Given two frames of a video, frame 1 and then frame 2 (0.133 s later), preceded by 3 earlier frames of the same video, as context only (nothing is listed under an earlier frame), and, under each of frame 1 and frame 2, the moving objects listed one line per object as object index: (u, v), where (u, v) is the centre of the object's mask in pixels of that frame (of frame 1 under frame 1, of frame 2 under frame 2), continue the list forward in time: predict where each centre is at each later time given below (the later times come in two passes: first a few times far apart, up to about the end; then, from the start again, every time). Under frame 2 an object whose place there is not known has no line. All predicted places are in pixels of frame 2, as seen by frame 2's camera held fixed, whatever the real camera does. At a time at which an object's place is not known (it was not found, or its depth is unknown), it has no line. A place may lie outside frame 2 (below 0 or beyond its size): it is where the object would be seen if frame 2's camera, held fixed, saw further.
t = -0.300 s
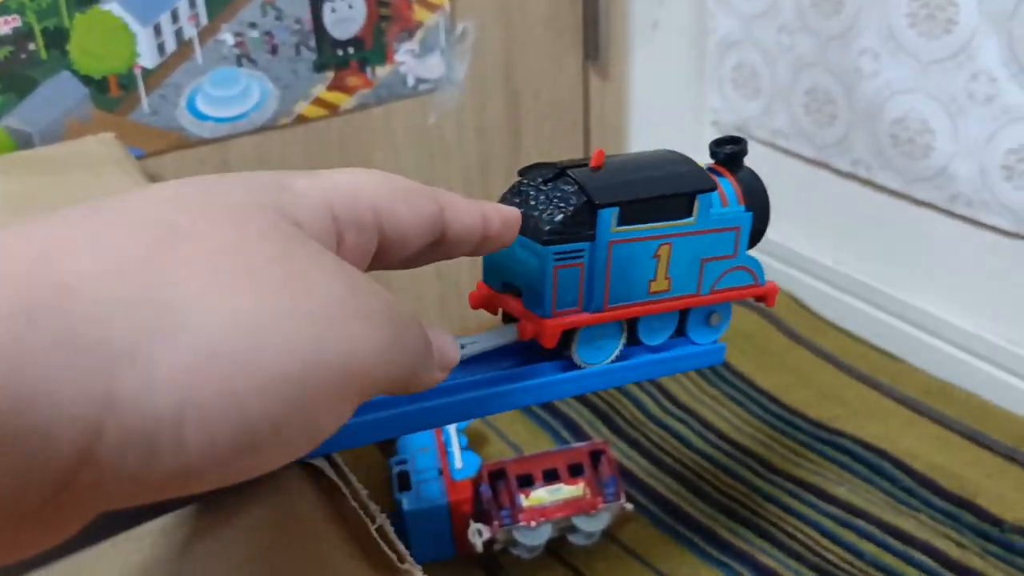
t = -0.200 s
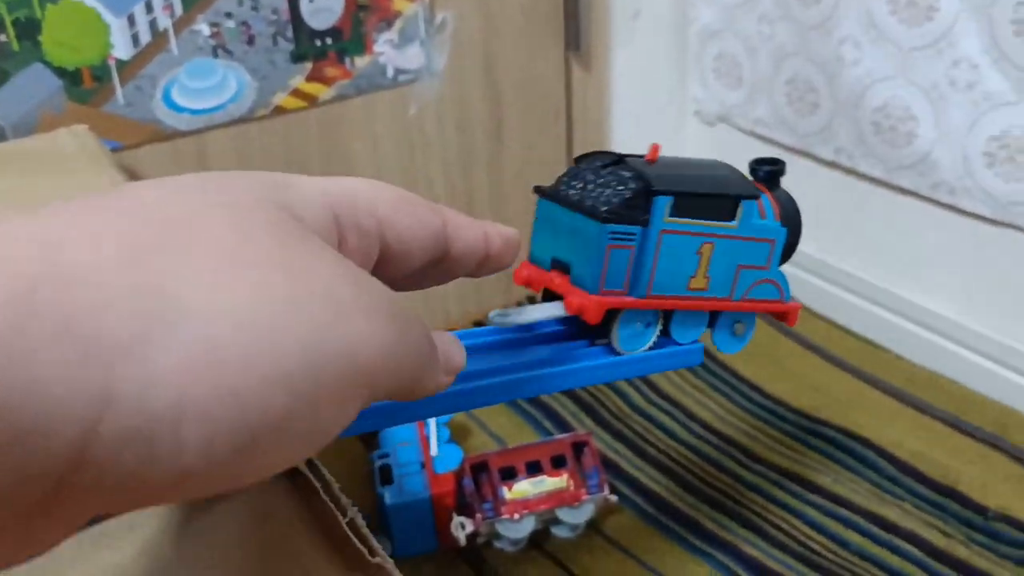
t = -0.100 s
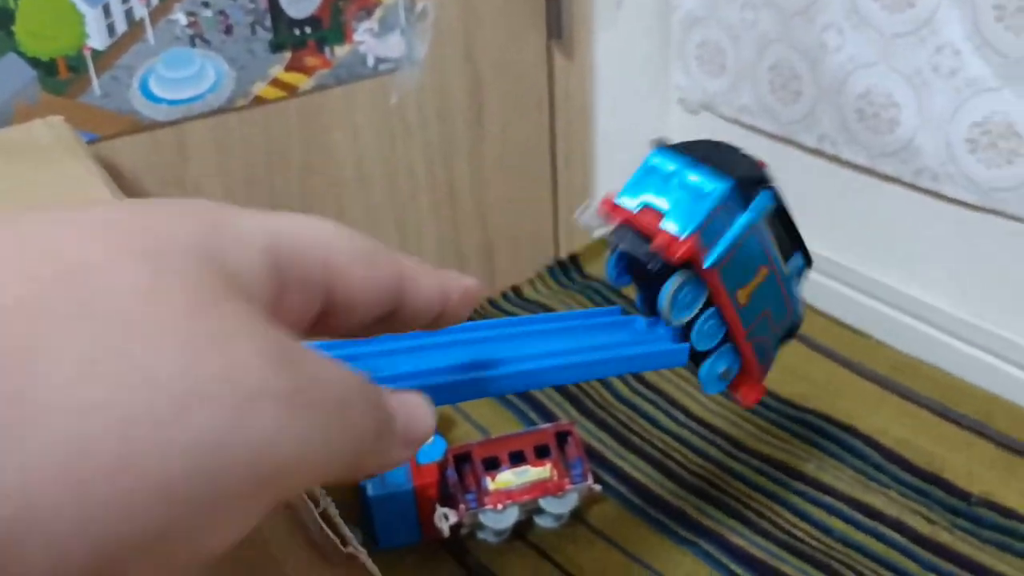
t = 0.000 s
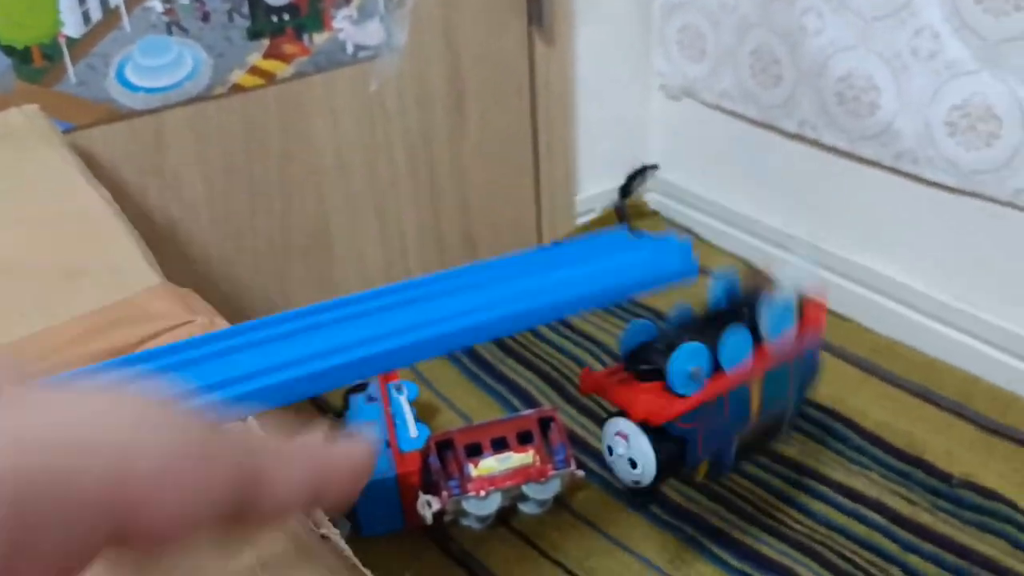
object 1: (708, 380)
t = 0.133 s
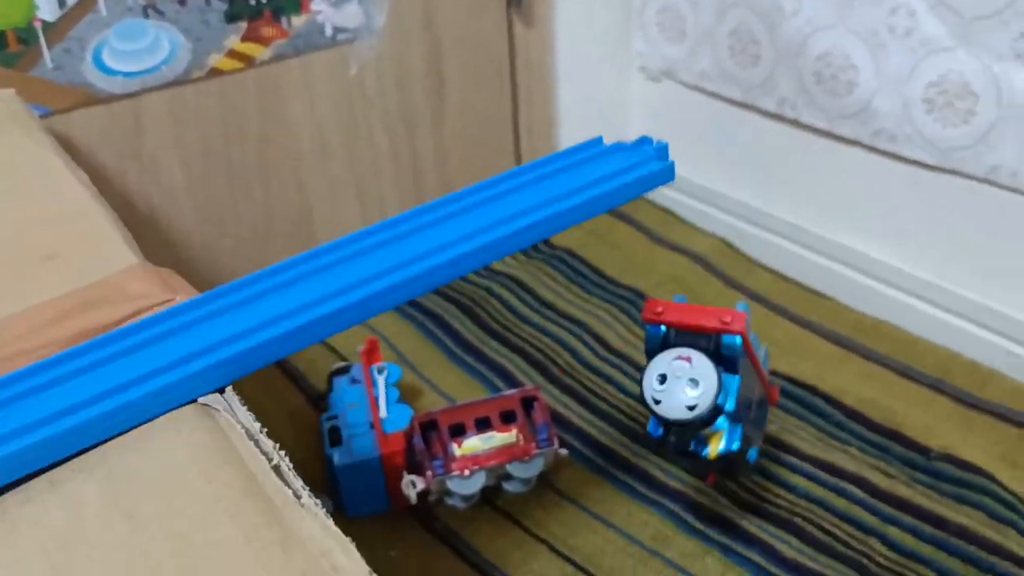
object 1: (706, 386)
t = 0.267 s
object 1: (721, 467)
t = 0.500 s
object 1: (605, 486)
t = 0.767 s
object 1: (643, 499)
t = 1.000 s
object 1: (643, 499)
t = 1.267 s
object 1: (643, 499)
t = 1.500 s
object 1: (643, 500)
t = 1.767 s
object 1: (642, 500)
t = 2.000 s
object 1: (642, 500)
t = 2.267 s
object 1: (643, 500)
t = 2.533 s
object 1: (643, 500)
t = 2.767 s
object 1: (642, 500)
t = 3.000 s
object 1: (642, 500)
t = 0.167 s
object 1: (709, 374)
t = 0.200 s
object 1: (712, 386)
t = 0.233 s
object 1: (716, 415)
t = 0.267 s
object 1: (721, 467)
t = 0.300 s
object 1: (724, 514)
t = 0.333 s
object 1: (703, 495)
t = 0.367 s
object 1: (678, 471)
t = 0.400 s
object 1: (651, 466)
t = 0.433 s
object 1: (626, 480)
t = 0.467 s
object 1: (606, 501)
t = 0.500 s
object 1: (605, 486)
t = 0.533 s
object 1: (611, 479)
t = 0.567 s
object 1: (618, 486)
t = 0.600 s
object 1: (629, 491)
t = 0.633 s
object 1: (639, 496)
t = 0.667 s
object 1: (643, 498)
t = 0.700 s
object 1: (643, 499)
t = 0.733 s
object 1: (643, 499)
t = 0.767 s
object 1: (643, 499)
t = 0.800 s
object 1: (643, 499)
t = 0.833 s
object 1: (643, 499)
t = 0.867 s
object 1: (643, 499)
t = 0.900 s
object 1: (643, 499)
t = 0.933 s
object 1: (643, 499)
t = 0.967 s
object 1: (643, 499)
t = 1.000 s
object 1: (643, 499)
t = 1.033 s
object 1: (643, 500)
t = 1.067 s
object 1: (643, 500)
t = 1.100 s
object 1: (643, 499)
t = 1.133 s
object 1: (643, 500)
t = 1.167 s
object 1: (643, 500)
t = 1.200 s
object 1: (643, 500)
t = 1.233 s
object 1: (643, 499)
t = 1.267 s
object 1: (643, 499)
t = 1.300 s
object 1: (643, 499)
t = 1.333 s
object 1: (643, 499)
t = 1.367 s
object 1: (643, 499)
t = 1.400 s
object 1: (643, 499)
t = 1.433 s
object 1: (643, 500)
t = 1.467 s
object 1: (643, 500)
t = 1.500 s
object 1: (643, 500)
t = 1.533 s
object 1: (643, 500)
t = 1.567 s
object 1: (643, 500)
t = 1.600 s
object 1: (643, 500)
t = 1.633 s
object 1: (642, 500)
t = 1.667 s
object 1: (642, 500)
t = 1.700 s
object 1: (642, 500)
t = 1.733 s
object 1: (642, 500)
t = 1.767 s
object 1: (642, 500)
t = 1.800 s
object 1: (642, 500)
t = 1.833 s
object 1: (642, 500)
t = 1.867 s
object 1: (642, 500)
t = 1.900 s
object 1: (642, 500)
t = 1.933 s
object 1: (642, 500)
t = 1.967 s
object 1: (642, 500)
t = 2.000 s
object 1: (642, 500)
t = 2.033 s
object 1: (643, 500)
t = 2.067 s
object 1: (643, 500)
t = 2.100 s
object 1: (643, 500)
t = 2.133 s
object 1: (643, 500)
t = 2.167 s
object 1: (643, 500)
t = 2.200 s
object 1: (643, 500)
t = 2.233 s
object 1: (643, 500)
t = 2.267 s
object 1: (643, 500)
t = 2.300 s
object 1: (643, 500)
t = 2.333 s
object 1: (642, 500)
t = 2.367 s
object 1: (642, 500)
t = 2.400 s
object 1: (642, 500)
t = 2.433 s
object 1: (643, 500)
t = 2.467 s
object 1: (643, 500)
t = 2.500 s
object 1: (643, 500)
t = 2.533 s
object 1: (643, 500)
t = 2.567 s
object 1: (642, 500)
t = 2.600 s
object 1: (642, 500)
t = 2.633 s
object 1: (642, 500)
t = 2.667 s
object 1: (642, 500)
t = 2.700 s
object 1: (642, 500)
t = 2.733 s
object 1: (642, 500)
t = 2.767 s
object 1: (642, 500)
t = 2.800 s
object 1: (642, 500)
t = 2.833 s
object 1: (642, 500)
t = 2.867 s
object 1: (642, 500)
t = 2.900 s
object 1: (642, 500)
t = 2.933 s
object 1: (642, 500)
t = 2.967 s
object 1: (642, 500)
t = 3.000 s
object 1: (642, 500)
